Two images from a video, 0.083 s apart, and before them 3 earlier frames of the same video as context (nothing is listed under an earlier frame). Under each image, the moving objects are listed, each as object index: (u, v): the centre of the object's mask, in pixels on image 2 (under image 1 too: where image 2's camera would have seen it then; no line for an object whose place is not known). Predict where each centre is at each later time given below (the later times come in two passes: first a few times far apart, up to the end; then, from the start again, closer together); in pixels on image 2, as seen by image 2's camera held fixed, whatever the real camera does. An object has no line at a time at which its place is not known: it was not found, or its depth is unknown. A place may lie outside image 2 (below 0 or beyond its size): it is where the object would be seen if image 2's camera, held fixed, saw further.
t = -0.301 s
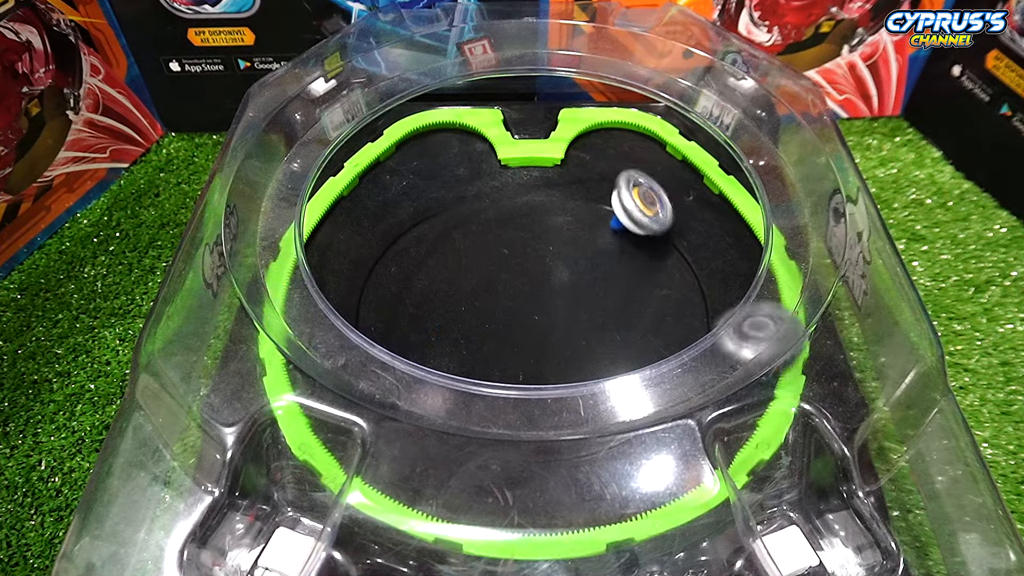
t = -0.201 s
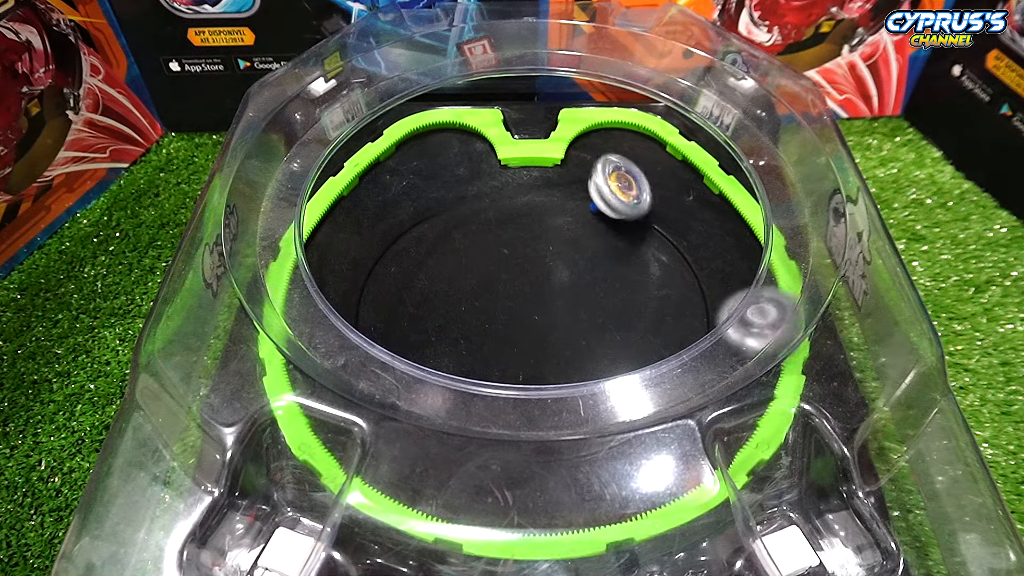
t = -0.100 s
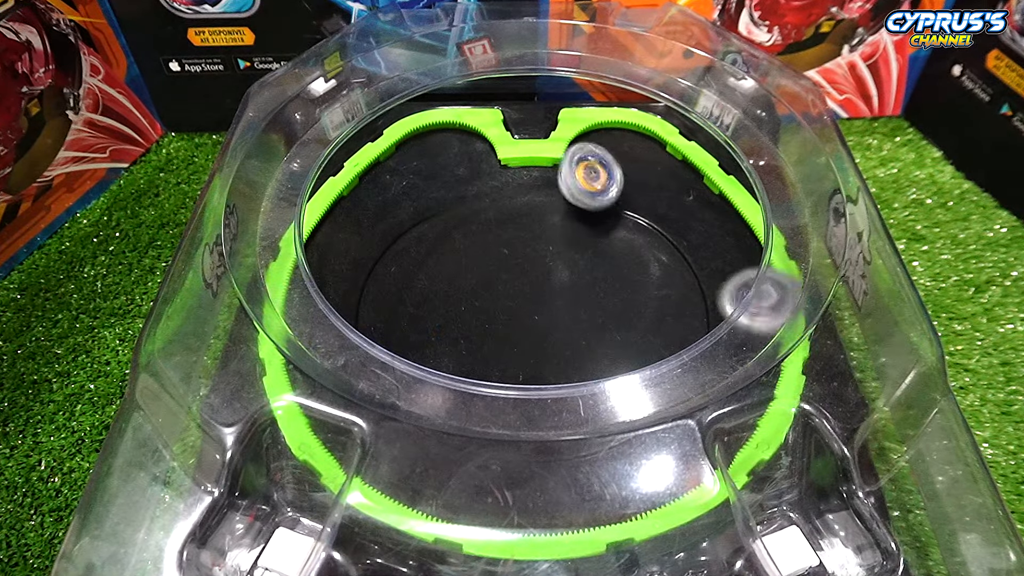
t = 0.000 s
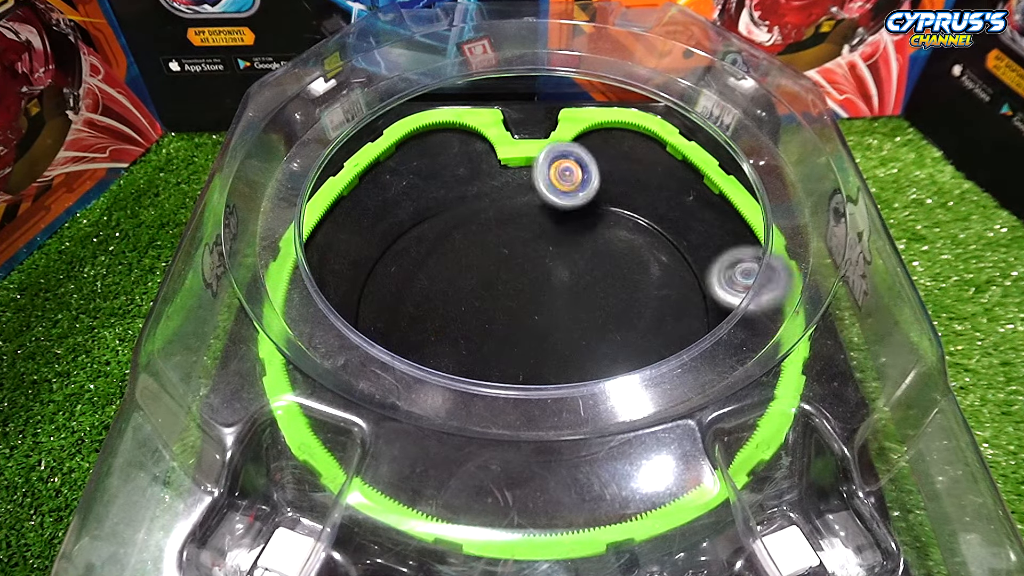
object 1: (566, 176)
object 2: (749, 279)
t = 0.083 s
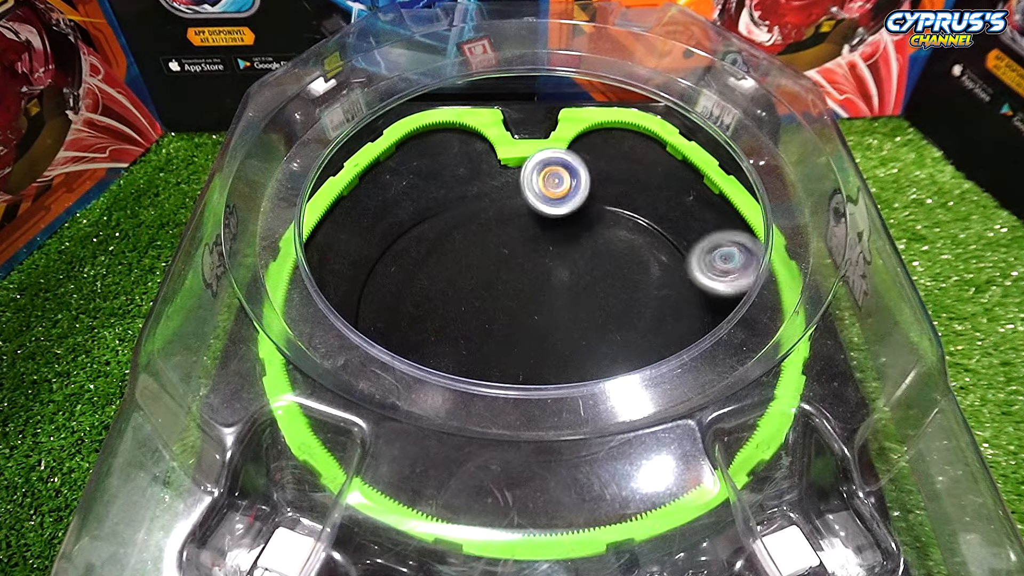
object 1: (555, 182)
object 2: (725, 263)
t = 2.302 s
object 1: (559, 324)
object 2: (394, 246)
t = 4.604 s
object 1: (469, 328)
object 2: (560, 263)
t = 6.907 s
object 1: (547, 321)
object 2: (452, 256)
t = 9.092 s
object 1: (614, 286)
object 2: (483, 329)
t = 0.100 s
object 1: (554, 185)
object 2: (722, 260)
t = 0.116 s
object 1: (554, 188)
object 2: (718, 257)
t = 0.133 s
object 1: (554, 190)
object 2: (713, 254)
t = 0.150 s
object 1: (555, 194)
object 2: (707, 251)
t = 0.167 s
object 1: (556, 197)
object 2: (702, 248)
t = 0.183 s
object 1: (557, 201)
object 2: (696, 245)
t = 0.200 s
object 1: (559, 204)
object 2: (690, 245)
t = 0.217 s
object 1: (561, 209)
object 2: (683, 246)
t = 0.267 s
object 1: (571, 223)
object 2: (664, 249)
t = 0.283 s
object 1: (576, 228)
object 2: (657, 250)
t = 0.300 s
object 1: (569, 230)
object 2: (661, 254)
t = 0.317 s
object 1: (557, 228)
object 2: (671, 260)
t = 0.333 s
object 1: (545, 228)
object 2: (677, 266)
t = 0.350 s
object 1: (534, 227)
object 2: (681, 272)
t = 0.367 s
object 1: (524, 228)
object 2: (683, 278)
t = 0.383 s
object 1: (514, 230)
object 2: (683, 284)
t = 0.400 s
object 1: (505, 231)
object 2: (681, 290)
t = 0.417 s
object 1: (499, 234)
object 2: (678, 295)
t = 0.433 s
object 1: (493, 237)
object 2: (674, 301)
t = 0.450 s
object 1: (487, 241)
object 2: (670, 307)
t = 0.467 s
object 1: (482, 247)
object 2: (664, 313)
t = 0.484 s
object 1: (479, 252)
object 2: (657, 318)
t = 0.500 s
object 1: (477, 259)
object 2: (650, 323)
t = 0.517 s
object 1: (475, 266)
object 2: (641, 327)
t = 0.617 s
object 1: (472, 323)
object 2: (574, 345)
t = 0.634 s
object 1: (474, 334)
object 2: (562, 345)
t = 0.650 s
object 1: (463, 341)
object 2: (559, 345)
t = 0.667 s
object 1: (451, 345)
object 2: (559, 344)
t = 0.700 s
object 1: (417, 365)
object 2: (555, 340)
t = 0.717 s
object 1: (406, 372)
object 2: (550, 339)
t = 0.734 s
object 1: (399, 374)
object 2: (545, 337)
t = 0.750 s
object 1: (394, 376)
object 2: (539, 335)
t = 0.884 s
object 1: (379, 379)
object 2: (503, 308)
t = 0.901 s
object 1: (376, 372)
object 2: (500, 304)
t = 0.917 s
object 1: (372, 379)
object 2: (497, 300)
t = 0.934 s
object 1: (367, 377)
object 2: (495, 296)
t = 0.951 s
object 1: (362, 378)
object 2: (493, 291)
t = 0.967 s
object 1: (357, 376)
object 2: (492, 287)
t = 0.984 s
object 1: (350, 375)
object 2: (491, 282)
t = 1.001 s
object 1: (345, 373)
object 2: (490, 278)
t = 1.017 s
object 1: (336, 370)
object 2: (490, 273)
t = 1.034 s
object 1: (329, 366)
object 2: (490, 269)
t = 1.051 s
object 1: (322, 362)
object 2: (491, 265)
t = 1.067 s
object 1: (316, 358)
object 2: (492, 260)
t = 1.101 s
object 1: (302, 352)
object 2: (494, 252)
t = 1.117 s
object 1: (298, 350)
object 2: (496, 249)
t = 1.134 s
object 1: (305, 353)
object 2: (499, 245)
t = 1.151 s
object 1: (319, 360)
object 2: (502, 243)
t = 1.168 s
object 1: (333, 361)
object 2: (505, 239)
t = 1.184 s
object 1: (360, 361)
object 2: (509, 237)
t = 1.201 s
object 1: (373, 362)
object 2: (512, 234)
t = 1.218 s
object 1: (389, 364)
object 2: (517, 233)
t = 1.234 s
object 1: (417, 351)
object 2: (521, 231)
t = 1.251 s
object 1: (431, 353)
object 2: (525, 231)
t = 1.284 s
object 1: (459, 354)
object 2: (535, 231)
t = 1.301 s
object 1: (473, 353)
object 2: (540, 232)
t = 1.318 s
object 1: (487, 351)
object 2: (544, 233)
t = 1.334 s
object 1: (501, 347)
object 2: (548, 235)
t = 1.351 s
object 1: (512, 343)
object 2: (552, 238)
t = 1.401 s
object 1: (541, 322)
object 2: (562, 248)
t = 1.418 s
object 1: (548, 316)
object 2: (564, 252)
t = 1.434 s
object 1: (555, 313)
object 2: (566, 251)
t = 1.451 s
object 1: (561, 316)
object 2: (568, 249)
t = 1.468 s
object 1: (568, 319)
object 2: (569, 248)
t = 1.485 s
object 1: (573, 321)
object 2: (570, 247)
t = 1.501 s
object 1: (578, 323)
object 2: (571, 248)
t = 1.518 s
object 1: (583, 323)
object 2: (572, 249)
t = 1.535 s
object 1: (588, 323)
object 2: (573, 250)
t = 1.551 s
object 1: (592, 322)
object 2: (574, 252)
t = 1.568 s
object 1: (598, 321)
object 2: (574, 254)
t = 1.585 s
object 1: (603, 320)
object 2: (574, 256)
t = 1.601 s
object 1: (609, 319)
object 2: (573, 259)
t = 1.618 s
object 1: (616, 317)
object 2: (572, 262)
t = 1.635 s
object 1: (623, 316)
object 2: (570, 265)
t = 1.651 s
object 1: (630, 314)
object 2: (568, 268)
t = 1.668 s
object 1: (638, 312)
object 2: (566, 272)
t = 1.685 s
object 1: (646, 309)
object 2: (562, 274)
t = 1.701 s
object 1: (653, 306)
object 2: (559, 277)
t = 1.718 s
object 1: (660, 302)
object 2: (555, 279)
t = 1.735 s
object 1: (665, 296)
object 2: (551, 281)
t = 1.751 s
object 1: (668, 292)
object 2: (546, 283)
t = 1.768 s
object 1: (670, 287)
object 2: (541, 285)
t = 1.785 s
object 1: (671, 282)
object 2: (536, 286)
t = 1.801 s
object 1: (670, 277)
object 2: (530, 288)
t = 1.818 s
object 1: (667, 273)
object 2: (525, 289)
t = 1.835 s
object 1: (664, 269)
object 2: (520, 289)
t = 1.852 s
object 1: (658, 266)
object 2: (515, 290)
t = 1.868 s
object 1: (652, 263)
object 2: (509, 290)
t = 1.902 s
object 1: (637, 260)
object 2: (499, 290)
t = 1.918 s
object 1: (629, 260)
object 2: (494, 290)
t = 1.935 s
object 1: (619, 260)
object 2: (489, 289)
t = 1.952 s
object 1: (610, 261)
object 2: (485, 288)
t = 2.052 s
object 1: (550, 276)
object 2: (464, 278)
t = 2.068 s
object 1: (547, 280)
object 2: (456, 277)
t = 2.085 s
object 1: (549, 282)
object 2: (445, 275)
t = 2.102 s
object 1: (550, 286)
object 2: (436, 273)
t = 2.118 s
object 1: (551, 289)
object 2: (428, 271)
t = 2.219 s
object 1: (553, 310)
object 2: (404, 257)
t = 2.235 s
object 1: (554, 314)
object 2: (401, 255)
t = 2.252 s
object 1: (555, 316)
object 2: (398, 252)
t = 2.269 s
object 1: (557, 319)
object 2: (396, 250)
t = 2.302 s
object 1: (559, 324)
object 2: (394, 246)
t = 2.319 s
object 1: (560, 325)
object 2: (394, 245)
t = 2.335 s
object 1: (561, 327)
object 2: (394, 244)
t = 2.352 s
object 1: (562, 328)
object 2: (395, 243)
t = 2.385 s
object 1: (563, 329)
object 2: (400, 242)
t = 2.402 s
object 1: (564, 330)
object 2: (404, 243)
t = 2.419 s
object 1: (564, 330)
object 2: (409, 243)
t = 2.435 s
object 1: (563, 331)
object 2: (413, 245)
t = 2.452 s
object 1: (563, 330)
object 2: (418, 246)
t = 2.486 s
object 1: (562, 330)
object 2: (428, 250)
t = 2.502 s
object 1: (561, 330)
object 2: (434, 253)
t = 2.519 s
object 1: (560, 329)
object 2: (438, 255)
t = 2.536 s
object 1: (559, 328)
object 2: (444, 258)
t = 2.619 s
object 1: (549, 321)
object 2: (470, 274)
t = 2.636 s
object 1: (545, 320)
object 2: (476, 277)
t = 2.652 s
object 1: (549, 320)
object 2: (477, 279)
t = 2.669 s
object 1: (557, 324)
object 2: (473, 277)
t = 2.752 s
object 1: (600, 331)
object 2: (478, 283)
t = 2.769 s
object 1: (608, 330)
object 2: (481, 285)
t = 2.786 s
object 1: (616, 328)
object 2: (484, 288)
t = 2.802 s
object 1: (622, 326)
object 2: (487, 290)
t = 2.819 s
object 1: (629, 324)
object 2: (489, 293)
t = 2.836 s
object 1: (634, 320)
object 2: (492, 296)
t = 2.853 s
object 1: (637, 316)
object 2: (495, 299)
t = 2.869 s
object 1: (640, 314)
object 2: (498, 302)
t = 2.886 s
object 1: (642, 309)
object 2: (500, 305)
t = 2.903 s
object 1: (642, 306)
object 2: (503, 308)
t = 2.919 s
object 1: (642, 302)
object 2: (505, 311)
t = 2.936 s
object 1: (640, 299)
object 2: (508, 314)
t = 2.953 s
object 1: (638, 295)
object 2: (510, 317)
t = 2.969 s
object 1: (634, 291)
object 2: (512, 320)
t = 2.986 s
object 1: (629, 288)
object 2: (514, 323)
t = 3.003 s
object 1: (623, 285)
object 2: (516, 326)
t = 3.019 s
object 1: (617, 282)
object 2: (518, 329)
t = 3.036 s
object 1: (610, 280)
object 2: (520, 332)
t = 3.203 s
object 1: (521, 284)
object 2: (528, 352)
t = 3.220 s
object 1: (512, 286)
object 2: (528, 353)
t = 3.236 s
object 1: (503, 289)
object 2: (527, 353)
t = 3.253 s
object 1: (495, 292)
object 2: (527, 354)
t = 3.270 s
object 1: (487, 295)
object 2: (527, 354)
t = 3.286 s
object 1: (475, 295)
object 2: (530, 356)
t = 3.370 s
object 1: (425, 292)
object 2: (539, 359)
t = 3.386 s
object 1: (416, 293)
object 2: (541, 360)
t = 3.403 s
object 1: (406, 294)
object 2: (543, 359)
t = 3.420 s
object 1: (399, 295)
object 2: (544, 359)
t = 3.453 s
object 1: (386, 299)
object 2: (548, 358)
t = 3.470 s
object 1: (380, 301)
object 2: (550, 357)
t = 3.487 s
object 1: (376, 303)
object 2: (552, 356)
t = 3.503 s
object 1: (374, 305)
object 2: (554, 354)
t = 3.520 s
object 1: (371, 308)
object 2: (555, 353)
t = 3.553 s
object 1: (371, 311)
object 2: (559, 349)
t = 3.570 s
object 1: (371, 314)
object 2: (561, 347)
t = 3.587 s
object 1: (374, 316)
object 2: (563, 344)
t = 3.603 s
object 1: (377, 317)
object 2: (564, 341)
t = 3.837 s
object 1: (493, 307)
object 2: (584, 297)
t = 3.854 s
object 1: (501, 302)
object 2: (586, 293)
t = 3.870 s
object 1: (500, 300)
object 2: (593, 288)
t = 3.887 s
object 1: (496, 299)
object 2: (602, 282)
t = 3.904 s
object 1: (494, 296)
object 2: (609, 277)
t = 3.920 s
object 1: (494, 293)
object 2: (614, 273)
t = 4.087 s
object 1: (487, 267)
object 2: (648, 245)
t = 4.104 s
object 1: (487, 265)
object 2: (649, 243)
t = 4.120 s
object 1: (486, 264)
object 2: (651, 241)
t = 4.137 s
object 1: (486, 262)
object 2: (652, 239)
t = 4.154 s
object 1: (486, 262)
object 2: (653, 239)
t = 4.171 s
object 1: (486, 261)
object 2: (653, 238)
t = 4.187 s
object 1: (487, 261)
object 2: (653, 238)
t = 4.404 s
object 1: (510, 268)
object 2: (603, 251)
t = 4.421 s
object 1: (513, 269)
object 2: (598, 253)
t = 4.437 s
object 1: (515, 270)
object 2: (593, 255)
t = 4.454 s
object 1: (510, 274)
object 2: (592, 254)
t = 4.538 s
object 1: (479, 302)
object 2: (578, 257)
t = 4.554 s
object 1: (476, 308)
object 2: (574, 258)
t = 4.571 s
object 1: (472, 315)
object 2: (570, 260)
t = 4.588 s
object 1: (470, 322)
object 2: (565, 261)
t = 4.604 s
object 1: (469, 328)
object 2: (560, 263)
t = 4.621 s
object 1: (468, 334)
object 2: (555, 265)
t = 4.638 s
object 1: (469, 340)
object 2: (549, 266)
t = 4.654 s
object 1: (471, 345)
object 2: (542, 268)
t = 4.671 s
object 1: (473, 349)
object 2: (537, 270)
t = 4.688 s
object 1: (477, 352)
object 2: (530, 271)
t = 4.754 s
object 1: (500, 362)
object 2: (504, 278)
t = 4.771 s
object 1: (508, 363)
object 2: (498, 279)
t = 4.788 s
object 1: (516, 363)
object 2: (491, 281)
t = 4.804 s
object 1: (522, 362)
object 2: (485, 282)
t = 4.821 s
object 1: (529, 361)
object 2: (479, 283)
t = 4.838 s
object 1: (536, 360)
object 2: (473, 285)
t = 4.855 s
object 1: (542, 358)
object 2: (467, 286)
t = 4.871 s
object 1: (547, 355)
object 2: (462, 287)
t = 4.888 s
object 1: (552, 352)
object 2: (457, 288)
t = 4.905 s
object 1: (556, 347)
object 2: (452, 289)
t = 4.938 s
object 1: (560, 336)
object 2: (443, 291)
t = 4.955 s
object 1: (562, 329)
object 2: (439, 291)
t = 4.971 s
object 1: (562, 322)
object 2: (436, 292)
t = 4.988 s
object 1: (562, 316)
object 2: (433, 292)
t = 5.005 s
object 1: (561, 310)
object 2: (429, 293)
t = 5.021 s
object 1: (559, 303)
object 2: (426, 294)
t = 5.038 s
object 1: (557, 296)
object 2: (422, 294)
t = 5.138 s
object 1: (533, 264)
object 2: (411, 298)
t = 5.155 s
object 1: (526, 258)
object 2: (410, 298)
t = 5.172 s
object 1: (520, 254)
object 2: (412, 299)
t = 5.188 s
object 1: (515, 250)
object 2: (413, 299)
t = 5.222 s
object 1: (503, 245)
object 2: (416, 300)
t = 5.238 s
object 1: (496, 242)
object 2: (418, 300)
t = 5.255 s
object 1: (489, 240)
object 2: (421, 301)
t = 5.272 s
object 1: (483, 240)
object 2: (425, 302)
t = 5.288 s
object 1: (477, 239)
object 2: (429, 303)
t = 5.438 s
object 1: (438, 240)
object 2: (476, 319)
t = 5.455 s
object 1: (437, 241)
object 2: (483, 322)
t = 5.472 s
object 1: (436, 242)
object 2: (490, 323)
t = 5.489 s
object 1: (436, 244)
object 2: (496, 325)
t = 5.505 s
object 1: (436, 246)
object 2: (504, 327)
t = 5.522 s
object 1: (437, 249)
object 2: (511, 329)
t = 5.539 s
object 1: (438, 250)
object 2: (519, 331)
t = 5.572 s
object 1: (444, 256)
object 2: (533, 334)
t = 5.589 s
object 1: (447, 259)
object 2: (541, 336)
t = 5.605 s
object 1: (451, 263)
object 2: (548, 337)
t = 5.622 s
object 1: (456, 265)
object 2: (555, 338)
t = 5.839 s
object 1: (556, 285)
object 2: (620, 337)
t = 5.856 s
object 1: (564, 284)
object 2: (624, 337)
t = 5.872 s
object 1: (572, 283)
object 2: (627, 336)
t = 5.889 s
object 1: (580, 281)
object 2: (630, 334)
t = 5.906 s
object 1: (584, 278)
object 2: (635, 334)
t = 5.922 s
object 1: (589, 274)
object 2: (639, 333)
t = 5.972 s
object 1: (597, 263)
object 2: (646, 330)
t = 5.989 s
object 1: (598, 259)
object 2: (648, 329)
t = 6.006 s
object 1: (599, 256)
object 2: (649, 329)
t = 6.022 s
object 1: (598, 253)
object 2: (649, 328)
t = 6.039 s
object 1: (598, 250)
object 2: (649, 327)
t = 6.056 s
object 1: (597, 248)
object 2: (648, 326)
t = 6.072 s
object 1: (594, 245)
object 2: (647, 325)
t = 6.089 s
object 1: (591, 244)
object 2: (646, 323)
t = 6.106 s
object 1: (589, 243)
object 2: (644, 321)
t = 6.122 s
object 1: (585, 243)
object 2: (640, 319)
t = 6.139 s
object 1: (582, 243)
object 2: (638, 317)
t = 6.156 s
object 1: (578, 243)
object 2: (635, 316)
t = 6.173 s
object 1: (573, 244)
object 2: (631, 314)
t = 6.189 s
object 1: (570, 244)
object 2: (628, 313)
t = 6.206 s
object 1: (565, 246)
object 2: (624, 312)
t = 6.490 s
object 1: (439, 288)
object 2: (553, 288)
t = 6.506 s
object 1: (433, 292)
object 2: (548, 287)
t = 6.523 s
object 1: (428, 297)
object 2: (542, 285)
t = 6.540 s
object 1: (425, 302)
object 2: (537, 283)
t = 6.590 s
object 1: (420, 318)
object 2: (520, 278)
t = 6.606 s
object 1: (420, 324)
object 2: (515, 277)
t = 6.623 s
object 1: (423, 329)
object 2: (510, 275)
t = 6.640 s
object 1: (427, 333)
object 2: (505, 273)
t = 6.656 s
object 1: (431, 336)
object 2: (500, 272)
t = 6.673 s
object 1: (437, 341)
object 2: (495, 270)
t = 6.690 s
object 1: (444, 343)
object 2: (491, 268)
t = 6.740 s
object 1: (469, 349)
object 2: (478, 264)
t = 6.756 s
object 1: (478, 349)
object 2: (474, 263)
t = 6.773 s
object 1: (487, 349)
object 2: (472, 262)
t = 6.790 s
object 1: (496, 348)
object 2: (469, 261)
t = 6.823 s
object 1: (512, 343)
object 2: (463, 260)
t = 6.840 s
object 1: (520, 340)
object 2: (460, 259)
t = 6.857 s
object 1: (528, 335)
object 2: (458, 258)
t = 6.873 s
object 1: (535, 330)
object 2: (455, 257)
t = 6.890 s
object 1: (541, 326)
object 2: (454, 257)
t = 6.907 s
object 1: (547, 321)
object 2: (452, 256)
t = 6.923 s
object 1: (553, 316)
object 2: (451, 256)
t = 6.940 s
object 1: (558, 310)
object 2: (450, 257)
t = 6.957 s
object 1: (562, 304)
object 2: (450, 257)
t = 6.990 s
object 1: (570, 293)
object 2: (451, 258)
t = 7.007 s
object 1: (573, 287)
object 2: (451, 258)
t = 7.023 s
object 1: (576, 281)
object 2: (452, 259)
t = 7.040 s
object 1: (579, 275)
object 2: (453, 260)
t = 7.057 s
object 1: (580, 268)
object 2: (453, 261)
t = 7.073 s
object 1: (581, 262)
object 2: (456, 263)
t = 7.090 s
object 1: (582, 257)
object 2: (458, 265)
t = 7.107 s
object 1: (582, 251)
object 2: (460, 266)
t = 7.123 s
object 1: (581, 245)
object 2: (462, 268)
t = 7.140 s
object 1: (579, 239)
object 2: (465, 270)
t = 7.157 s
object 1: (577, 235)
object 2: (468, 272)
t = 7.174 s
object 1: (574, 230)
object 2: (470, 274)
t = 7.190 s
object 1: (570, 225)
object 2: (473, 276)
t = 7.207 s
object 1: (566, 222)
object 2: (476, 278)
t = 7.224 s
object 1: (562, 219)
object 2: (479, 280)
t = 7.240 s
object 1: (556, 217)
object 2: (483, 283)
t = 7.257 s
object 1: (550, 215)
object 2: (487, 285)
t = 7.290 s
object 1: (539, 215)
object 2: (496, 291)
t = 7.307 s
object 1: (532, 216)
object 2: (501, 294)
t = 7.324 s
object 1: (526, 218)
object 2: (505, 297)
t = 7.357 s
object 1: (516, 224)
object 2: (515, 303)
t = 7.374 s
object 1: (510, 228)
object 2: (519, 306)
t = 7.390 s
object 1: (506, 233)
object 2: (524, 308)
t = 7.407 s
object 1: (503, 238)
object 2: (529, 311)
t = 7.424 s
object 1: (499, 243)
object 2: (533, 314)
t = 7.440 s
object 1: (497, 249)
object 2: (538, 317)
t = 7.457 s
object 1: (495, 255)
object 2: (543, 319)
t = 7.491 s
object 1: (493, 267)
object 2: (551, 324)
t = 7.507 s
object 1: (492, 273)
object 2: (556, 326)
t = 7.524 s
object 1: (492, 281)
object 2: (560, 329)
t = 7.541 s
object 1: (492, 287)
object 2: (564, 331)
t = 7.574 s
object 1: (495, 299)
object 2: (571, 335)
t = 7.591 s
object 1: (496, 305)
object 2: (575, 337)
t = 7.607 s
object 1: (498, 311)
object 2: (578, 338)
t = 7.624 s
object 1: (493, 315)
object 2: (586, 339)
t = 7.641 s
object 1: (485, 319)
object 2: (595, 341)
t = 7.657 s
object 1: (477, 321)
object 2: (604, 343)
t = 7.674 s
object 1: (470, 324)
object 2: (612, 344)
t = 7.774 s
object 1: (442, 341)
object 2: (643, 345)
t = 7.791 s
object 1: (439, 342)
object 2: (645, 344)
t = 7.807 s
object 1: (438, 344)
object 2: (649, 344)
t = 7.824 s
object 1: (437, 345)
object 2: (651, 344)
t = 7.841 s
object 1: (438, 347)
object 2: (652, 343)
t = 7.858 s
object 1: (439, 349)
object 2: (654, 342)
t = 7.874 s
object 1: (440, 349)
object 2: (656, 341)
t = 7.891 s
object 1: (441, 351)
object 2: (657, 340)
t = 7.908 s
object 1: (445, 351)
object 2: (658, 339)
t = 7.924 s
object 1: (449, 352)
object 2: (659, 337)
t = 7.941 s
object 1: (452, 352)
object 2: (659, 336)
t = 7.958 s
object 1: (455, 352)
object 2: (658, 335)
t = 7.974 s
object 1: (460, 352)
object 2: (656, 335)
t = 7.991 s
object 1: (465, 351)
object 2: (655, 334)
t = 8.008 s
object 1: (469, 350)
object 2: (652, 333)
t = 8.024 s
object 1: (474, 348)
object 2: (649, 332)
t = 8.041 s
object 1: (479, 346)
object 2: (646, 332)
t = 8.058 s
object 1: (485, 342)
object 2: (642, 330)
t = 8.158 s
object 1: (512, 312)
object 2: (605, 312)
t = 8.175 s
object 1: (515, 307)
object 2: (599, 308)
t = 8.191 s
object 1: (513, 304)
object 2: (598, 302)
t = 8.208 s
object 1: (509, 301)
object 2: (597, 296)
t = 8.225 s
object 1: (506, 297)
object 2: (593, 290)
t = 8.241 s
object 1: (503, 292)
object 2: (589, 285)
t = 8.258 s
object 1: (500, 287)
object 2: (584, 280)
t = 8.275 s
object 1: (497, 282)
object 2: (580, 275)
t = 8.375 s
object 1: (476, 261)
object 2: (552, 247)
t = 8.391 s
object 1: (472, 258)
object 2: (547, 243)
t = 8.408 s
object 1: (467, 257)
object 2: (544, 239)
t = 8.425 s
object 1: (458, 258)
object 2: (543, 234)
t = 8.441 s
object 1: (451, 259)
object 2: (541, 230)
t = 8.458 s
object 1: (443, 260)
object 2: (539, 226)
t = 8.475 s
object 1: (437, 261)
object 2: (536, 223)
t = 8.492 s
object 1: (430, 263)
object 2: (533, 220)
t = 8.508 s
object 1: (424, 266)
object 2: (531, 217)
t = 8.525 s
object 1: (419, 269)
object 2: (528, 216)
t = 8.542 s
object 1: (415, 274)
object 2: (525, 214)
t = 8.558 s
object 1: (413, 278)
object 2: (523, 213)
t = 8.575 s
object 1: (411, 282)
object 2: (521, 212)
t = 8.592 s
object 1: (410, 286)
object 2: (519, 212)
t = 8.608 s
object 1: (410, 291)
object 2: (518, 211)
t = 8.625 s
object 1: (412, 296)
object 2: (516, 211)
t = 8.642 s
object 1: (415, 301)
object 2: (514, 212)
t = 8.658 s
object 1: (420, 306)
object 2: (512, 213)
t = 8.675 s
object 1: (425, 310)
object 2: (510, 213)
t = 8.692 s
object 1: (430, 313)
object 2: (508, 215)
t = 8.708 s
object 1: (438, 317)
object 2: (506, 217)
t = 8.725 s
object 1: (446, 319)
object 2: (504, 219)
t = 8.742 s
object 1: (454, 321)
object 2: (502, 222)
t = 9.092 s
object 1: (614, 286)
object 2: (483, 329)
